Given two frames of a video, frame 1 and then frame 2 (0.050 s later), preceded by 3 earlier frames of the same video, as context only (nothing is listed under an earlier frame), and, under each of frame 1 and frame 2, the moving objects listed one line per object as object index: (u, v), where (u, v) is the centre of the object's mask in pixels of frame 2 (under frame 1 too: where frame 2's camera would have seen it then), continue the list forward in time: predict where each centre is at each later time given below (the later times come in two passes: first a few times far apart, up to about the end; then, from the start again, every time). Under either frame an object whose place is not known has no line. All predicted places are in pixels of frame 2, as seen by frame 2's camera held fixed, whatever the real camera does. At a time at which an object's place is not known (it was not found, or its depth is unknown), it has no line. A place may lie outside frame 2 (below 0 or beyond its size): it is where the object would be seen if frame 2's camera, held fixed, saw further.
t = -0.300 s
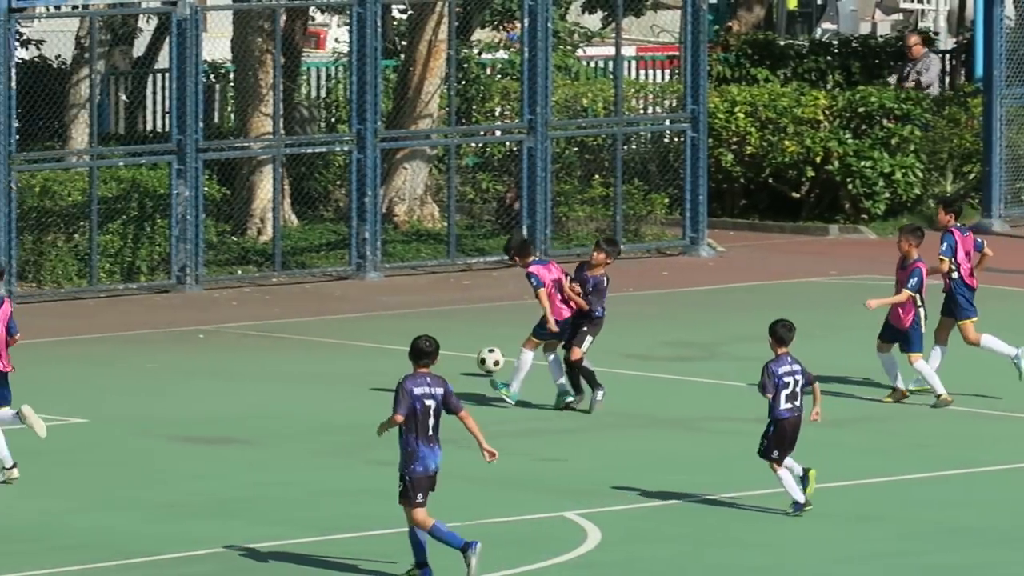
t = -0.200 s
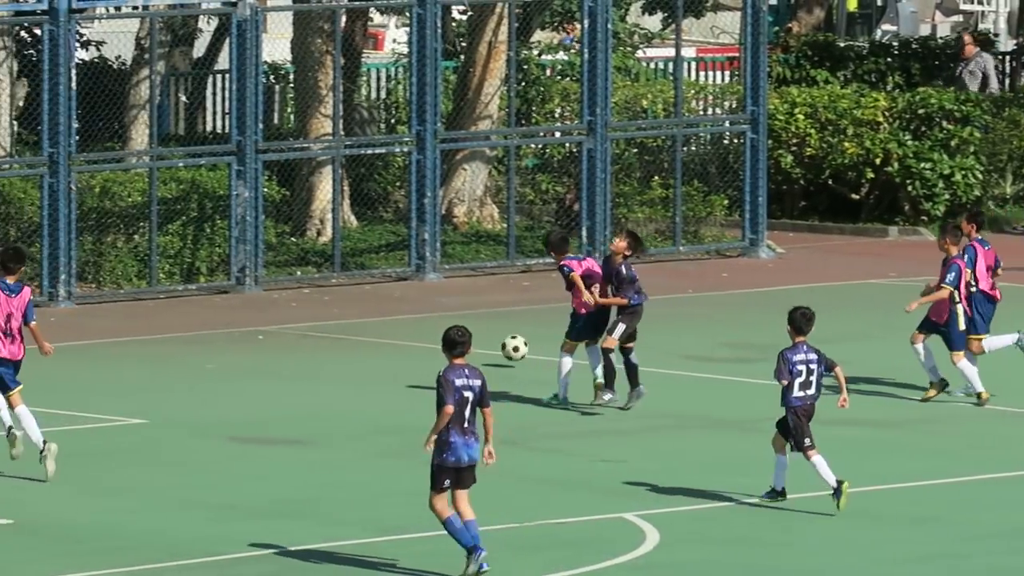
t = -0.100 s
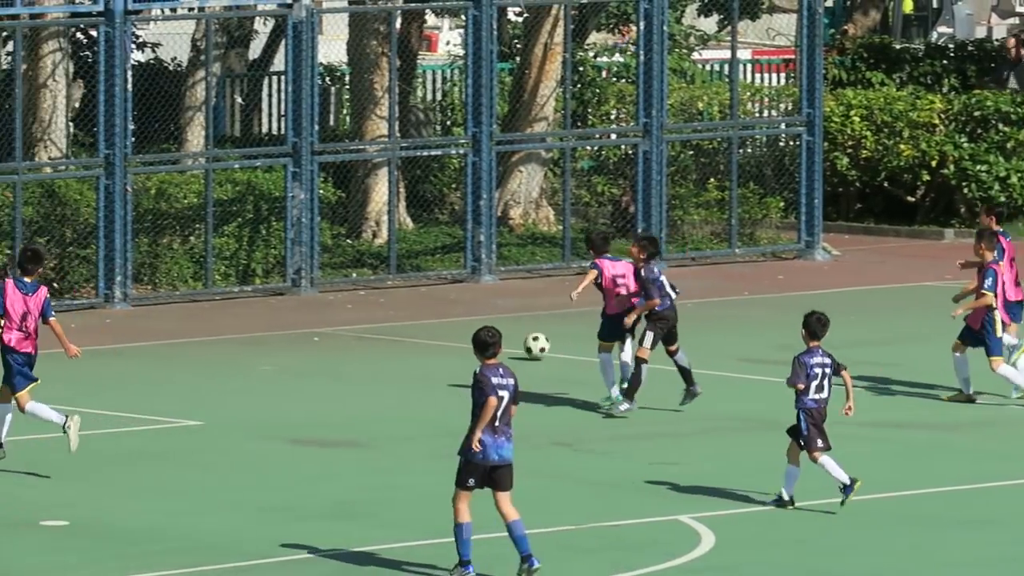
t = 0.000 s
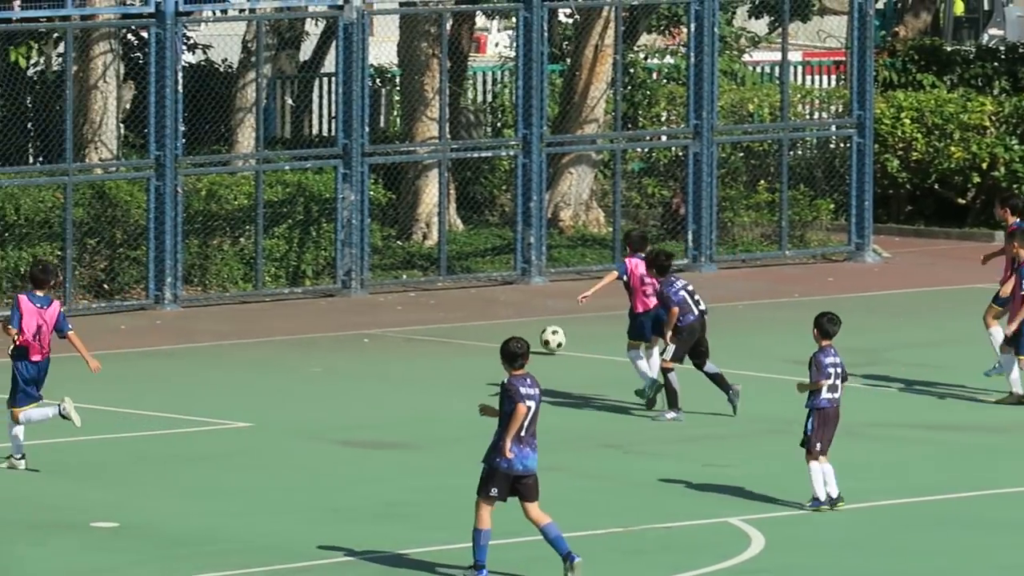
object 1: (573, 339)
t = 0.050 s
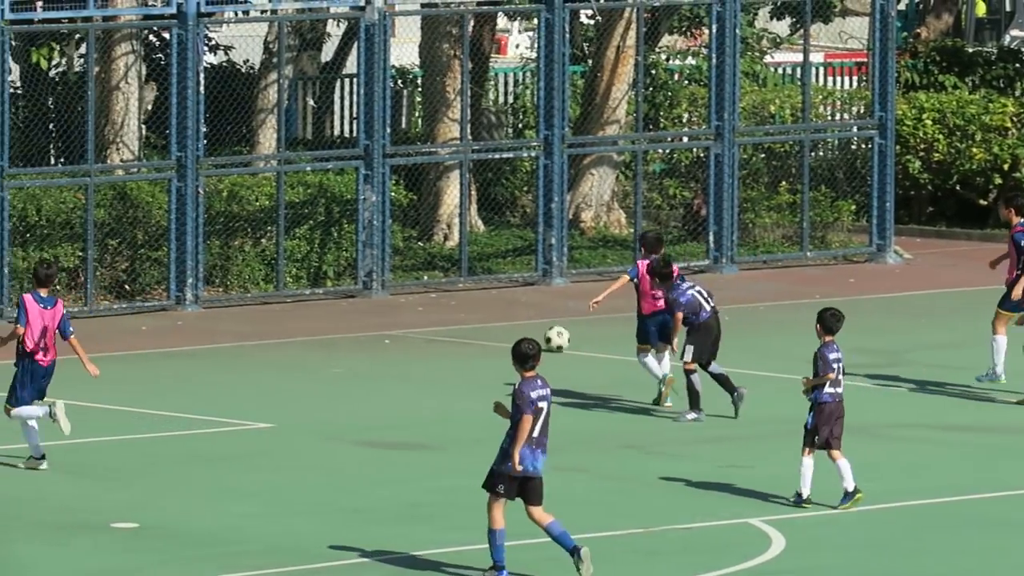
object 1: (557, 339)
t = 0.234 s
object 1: (493, 322)
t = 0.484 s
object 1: (413, 313)
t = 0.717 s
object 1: (341, 301)
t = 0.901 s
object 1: (303, 283)
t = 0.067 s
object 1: (551, 336)
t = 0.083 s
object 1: (546, 335)
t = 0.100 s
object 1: (540, 333)
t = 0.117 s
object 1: (534, 330)
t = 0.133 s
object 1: (529, 329)
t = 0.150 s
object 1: (524, 327)
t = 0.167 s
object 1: (519, 326)
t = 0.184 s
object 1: (514, 325)
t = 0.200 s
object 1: (507, 324)
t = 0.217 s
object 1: (501, 323)
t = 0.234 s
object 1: (493, 322)
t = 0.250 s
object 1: (489, 322)
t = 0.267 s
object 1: (483, 323)
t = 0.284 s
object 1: (478, 323)
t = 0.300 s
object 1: (473, 323)
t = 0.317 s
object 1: (467, 322)
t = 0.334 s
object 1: (462, 321)
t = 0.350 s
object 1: (457, 320)
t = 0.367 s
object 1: (451, 320)
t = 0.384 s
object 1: (446, 318)
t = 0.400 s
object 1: (440, 317)
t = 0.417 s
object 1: (434, 317)
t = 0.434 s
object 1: (429, 315)
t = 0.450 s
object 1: (424, 314)
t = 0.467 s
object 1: (419, 314)
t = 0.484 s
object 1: (413, 313)
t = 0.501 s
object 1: (408, 313)
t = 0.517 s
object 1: (403, 312)
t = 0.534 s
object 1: (397, 310)
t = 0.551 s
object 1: (392, 310)
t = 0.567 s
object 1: (387, 309)
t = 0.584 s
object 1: (382, 308)
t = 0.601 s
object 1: (377, 307)
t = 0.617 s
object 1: (371, 306)
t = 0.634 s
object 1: (366, 305)
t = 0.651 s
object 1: (362, 304)
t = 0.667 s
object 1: (357, 304)
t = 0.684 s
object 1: (351, 302)
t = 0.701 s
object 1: (347, 301)
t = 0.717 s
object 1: (341, 301)
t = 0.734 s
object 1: (336, 299)
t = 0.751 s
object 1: (332, 298)
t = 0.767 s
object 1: (326, 297)
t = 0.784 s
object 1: (321, 296)
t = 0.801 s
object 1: (316, 296)
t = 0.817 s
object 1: (312, 295)
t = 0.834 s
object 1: (307, 294)
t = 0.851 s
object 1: (302, 293)
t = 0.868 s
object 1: (297, 292)
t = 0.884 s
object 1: (296, 288)
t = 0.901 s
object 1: (303, 283)
